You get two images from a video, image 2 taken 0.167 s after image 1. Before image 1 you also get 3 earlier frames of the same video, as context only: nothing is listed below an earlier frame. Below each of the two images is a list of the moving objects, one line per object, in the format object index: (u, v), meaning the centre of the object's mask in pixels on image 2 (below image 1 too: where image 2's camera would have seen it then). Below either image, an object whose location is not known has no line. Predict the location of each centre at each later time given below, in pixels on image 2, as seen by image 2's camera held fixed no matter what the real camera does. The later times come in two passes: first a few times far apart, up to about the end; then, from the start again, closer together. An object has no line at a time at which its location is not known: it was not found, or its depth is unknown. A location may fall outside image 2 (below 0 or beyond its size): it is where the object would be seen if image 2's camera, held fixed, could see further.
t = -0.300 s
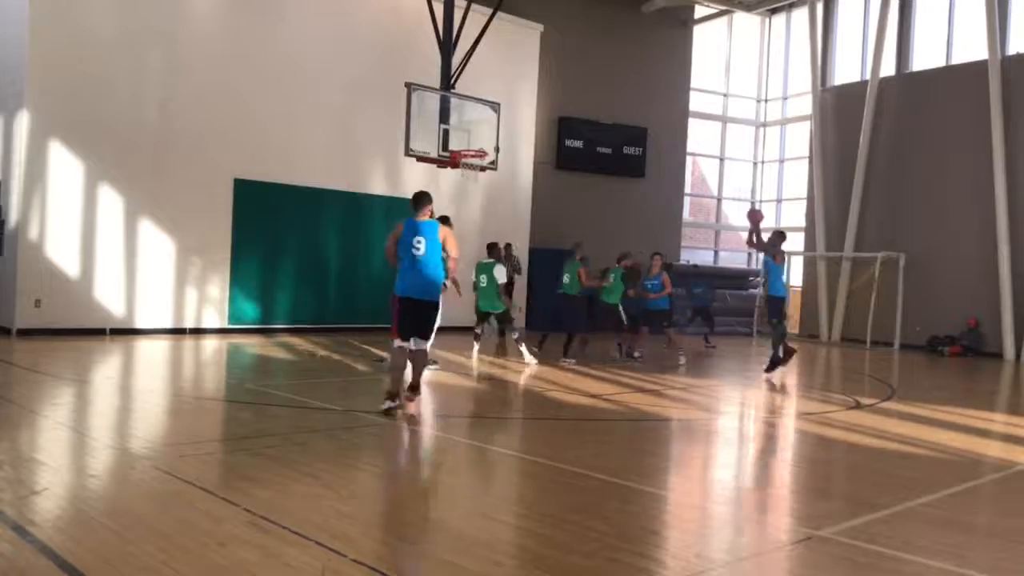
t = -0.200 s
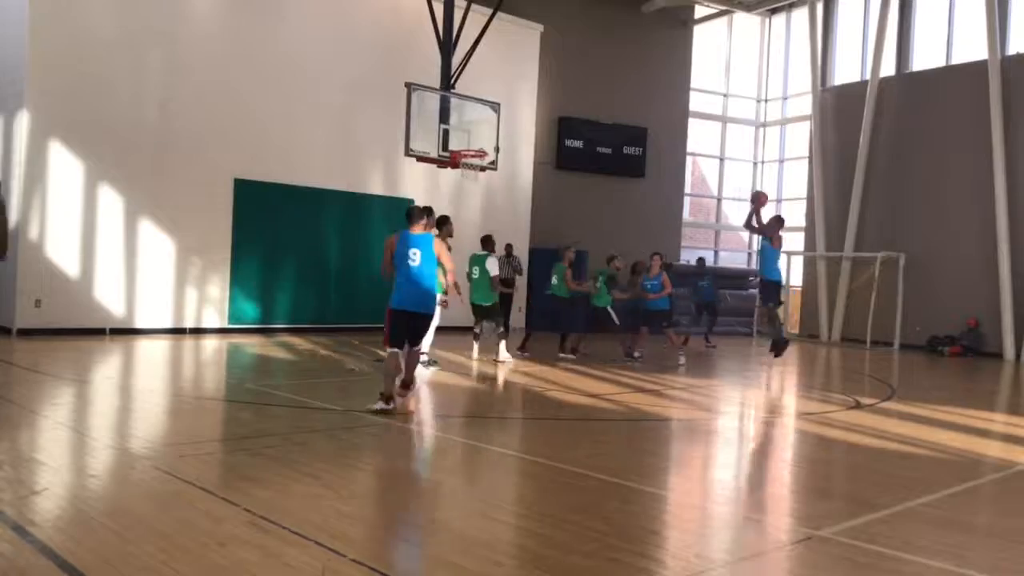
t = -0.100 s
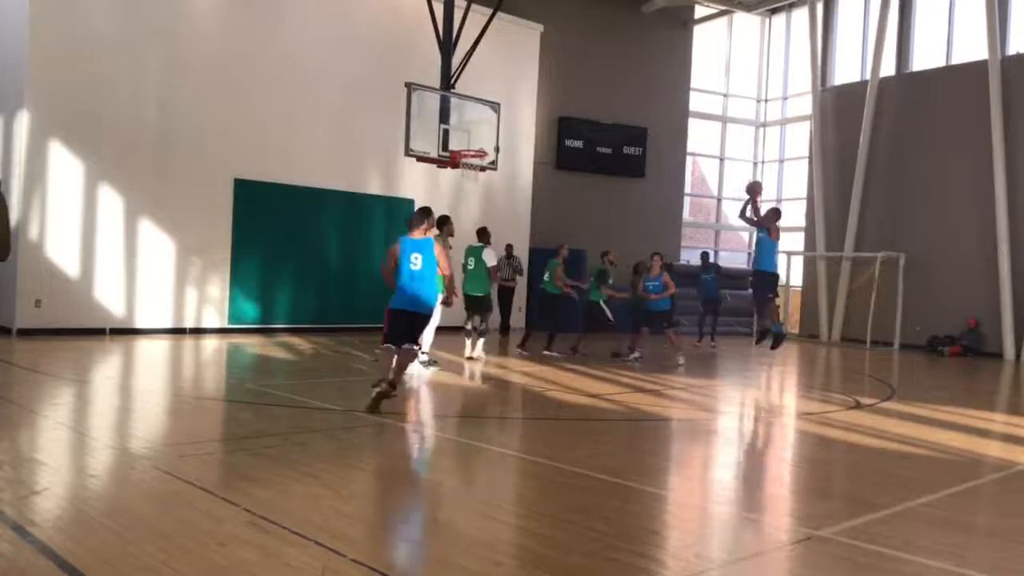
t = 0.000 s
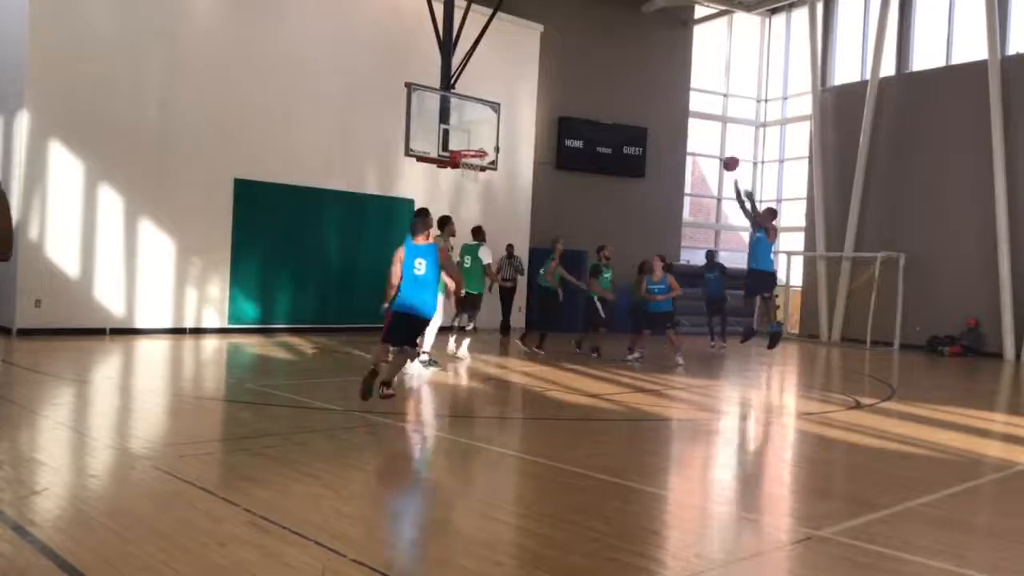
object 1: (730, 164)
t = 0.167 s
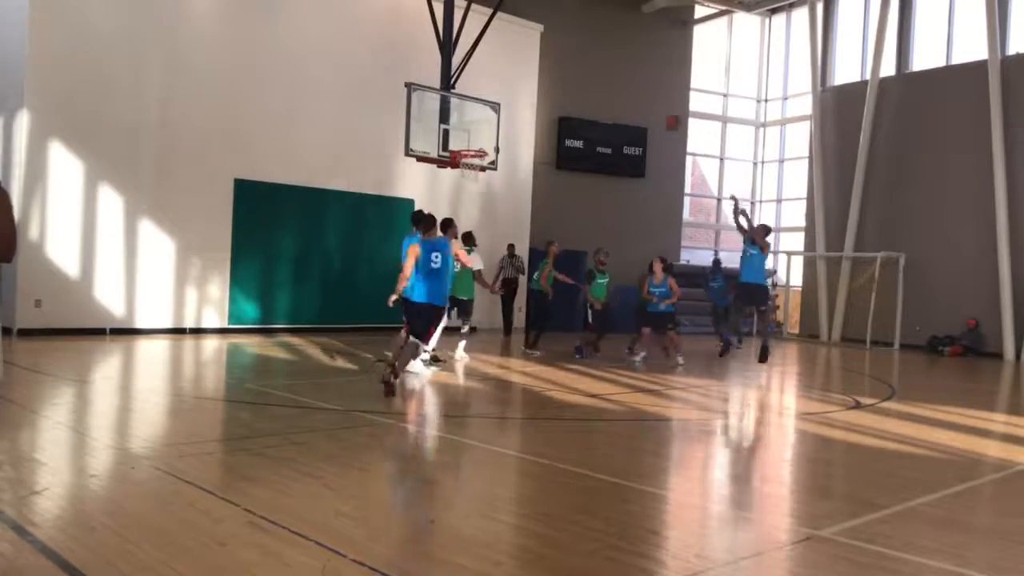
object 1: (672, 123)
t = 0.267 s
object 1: (639, 109)
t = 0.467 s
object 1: (572, 100)
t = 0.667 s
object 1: (510, 118)
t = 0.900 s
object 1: (481, 146)
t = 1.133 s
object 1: (482, 115)
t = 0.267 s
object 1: (639, 109)
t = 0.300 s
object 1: (629, 107)
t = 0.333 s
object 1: (619, 103)
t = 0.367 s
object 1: (606, 100)
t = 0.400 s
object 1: (595, 100)
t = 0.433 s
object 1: (585, 100)
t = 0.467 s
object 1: (572, 100)
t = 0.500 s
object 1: (564, 101)
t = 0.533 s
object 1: (553, 103)
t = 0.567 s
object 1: (542, 106)
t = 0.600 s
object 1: (531, 109)
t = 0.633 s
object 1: (521, 113)
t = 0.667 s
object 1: (510, 118)
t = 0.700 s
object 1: (500, 123)
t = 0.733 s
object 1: (490, 130)
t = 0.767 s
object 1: (480, 137)
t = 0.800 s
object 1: (470, 143)
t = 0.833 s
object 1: (464, 148)
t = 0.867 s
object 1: (473, 148)
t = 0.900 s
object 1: (481, 146)
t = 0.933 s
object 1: (481, 140)
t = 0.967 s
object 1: (481, 134)
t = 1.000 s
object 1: (481, 129)
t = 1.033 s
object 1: (482, 124)
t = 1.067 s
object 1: (482, 121)
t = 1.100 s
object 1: (482, 117)
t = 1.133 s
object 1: (482, 115)
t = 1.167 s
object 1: (482, 114)
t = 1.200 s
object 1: (482, 113)
